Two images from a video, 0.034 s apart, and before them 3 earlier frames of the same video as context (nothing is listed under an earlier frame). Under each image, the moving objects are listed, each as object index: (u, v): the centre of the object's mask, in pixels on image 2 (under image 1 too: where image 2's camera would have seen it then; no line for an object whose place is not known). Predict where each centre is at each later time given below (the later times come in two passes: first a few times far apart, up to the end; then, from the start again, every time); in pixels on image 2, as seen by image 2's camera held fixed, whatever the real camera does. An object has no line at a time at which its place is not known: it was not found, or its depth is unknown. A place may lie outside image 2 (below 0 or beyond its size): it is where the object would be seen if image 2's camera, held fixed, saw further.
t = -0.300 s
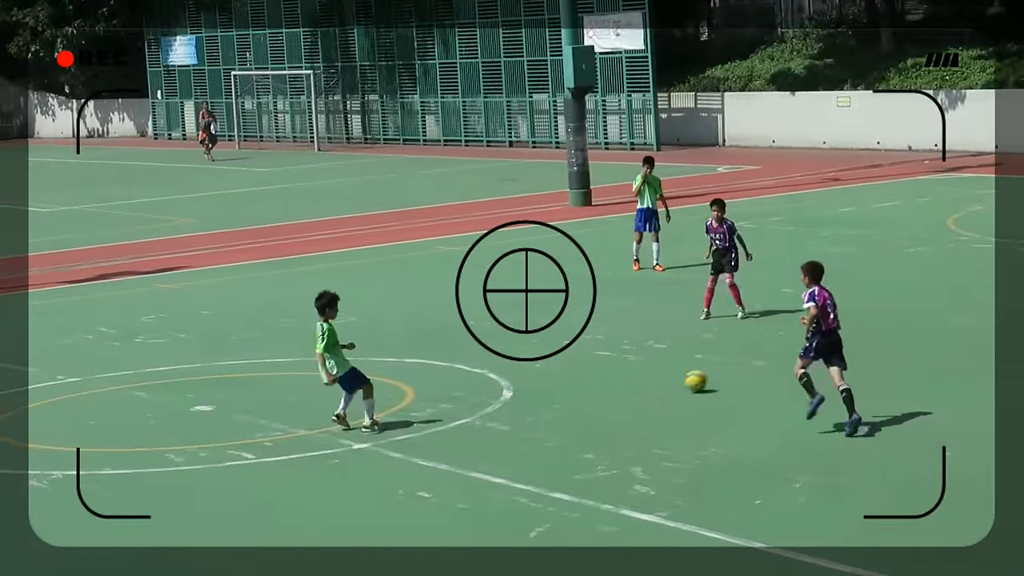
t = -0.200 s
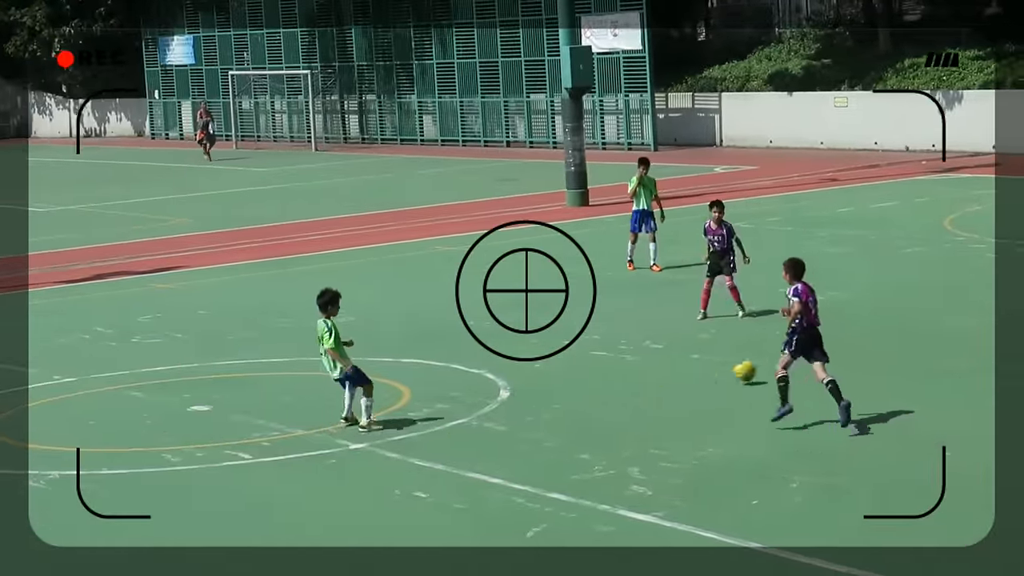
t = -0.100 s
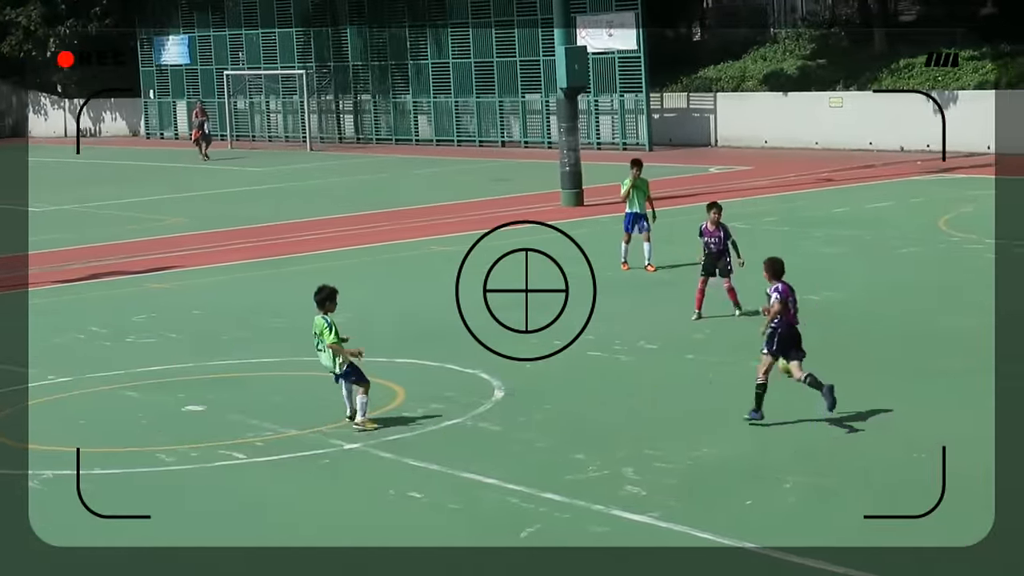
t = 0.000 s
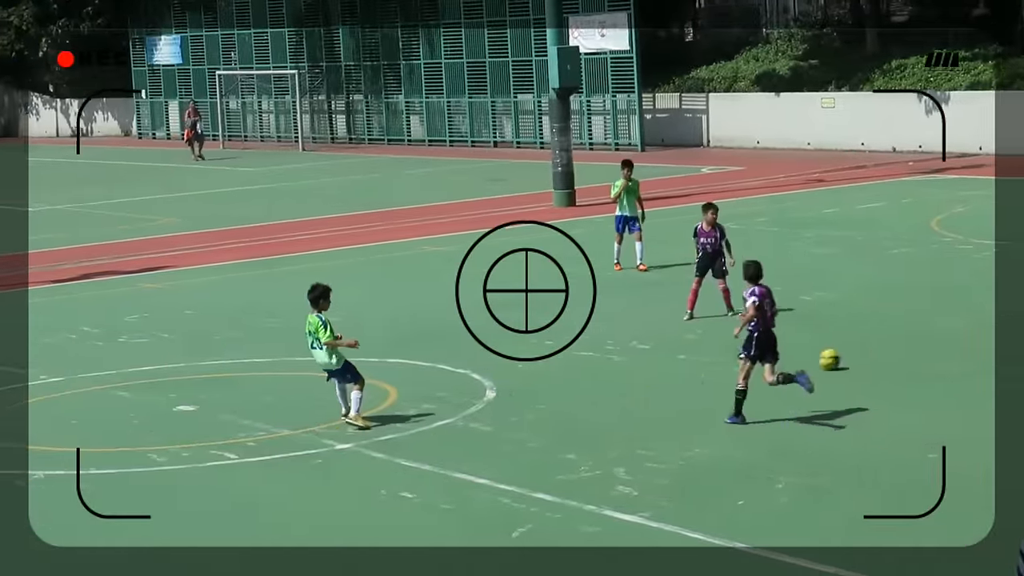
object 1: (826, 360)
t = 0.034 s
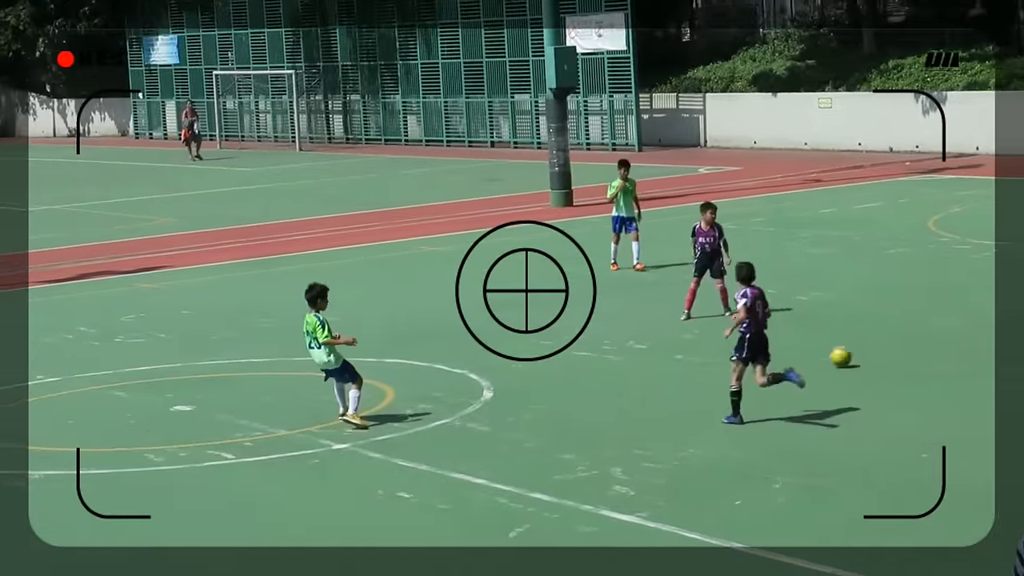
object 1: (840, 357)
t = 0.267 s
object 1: (938, 343)
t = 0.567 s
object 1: (1043, 329)
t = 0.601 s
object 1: (1054, 327)
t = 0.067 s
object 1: (855, 354)
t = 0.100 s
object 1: (868, 352)
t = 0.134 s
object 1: (882, 350)
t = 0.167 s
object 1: (897, 348)
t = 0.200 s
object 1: (911, 347)
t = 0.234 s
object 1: (925, 345)
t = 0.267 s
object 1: (938, 343)
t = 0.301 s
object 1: (950, 341)
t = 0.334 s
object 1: (962, 339)
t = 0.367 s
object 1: (974, 338)
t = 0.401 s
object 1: (986, 337)
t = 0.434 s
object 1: (998, 334)
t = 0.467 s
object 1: (1009, 333)
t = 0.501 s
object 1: (1021, 331)
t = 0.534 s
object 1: (1032, 331)
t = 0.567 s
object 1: (1043, 329)
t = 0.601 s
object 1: (1054, 327)
